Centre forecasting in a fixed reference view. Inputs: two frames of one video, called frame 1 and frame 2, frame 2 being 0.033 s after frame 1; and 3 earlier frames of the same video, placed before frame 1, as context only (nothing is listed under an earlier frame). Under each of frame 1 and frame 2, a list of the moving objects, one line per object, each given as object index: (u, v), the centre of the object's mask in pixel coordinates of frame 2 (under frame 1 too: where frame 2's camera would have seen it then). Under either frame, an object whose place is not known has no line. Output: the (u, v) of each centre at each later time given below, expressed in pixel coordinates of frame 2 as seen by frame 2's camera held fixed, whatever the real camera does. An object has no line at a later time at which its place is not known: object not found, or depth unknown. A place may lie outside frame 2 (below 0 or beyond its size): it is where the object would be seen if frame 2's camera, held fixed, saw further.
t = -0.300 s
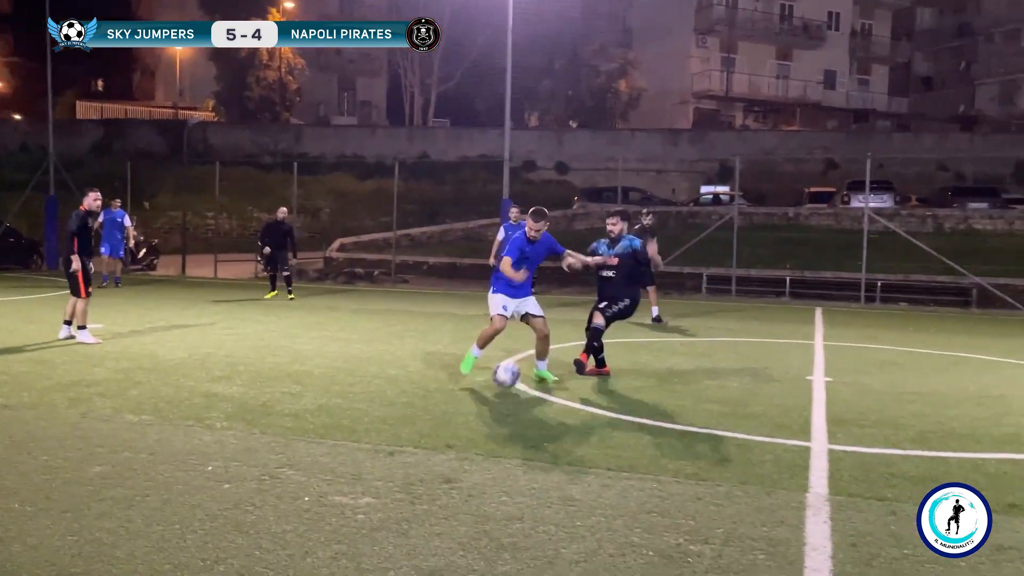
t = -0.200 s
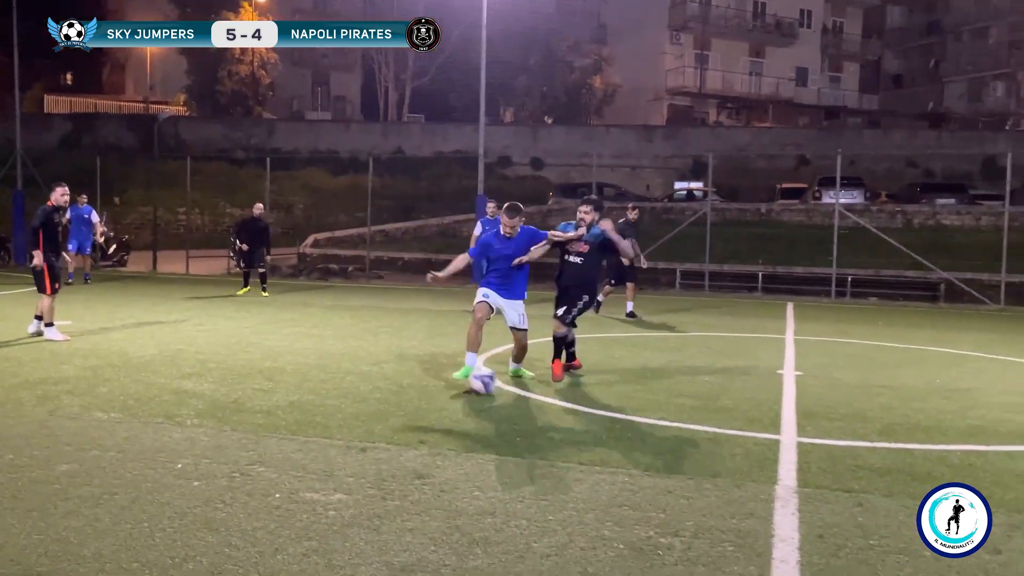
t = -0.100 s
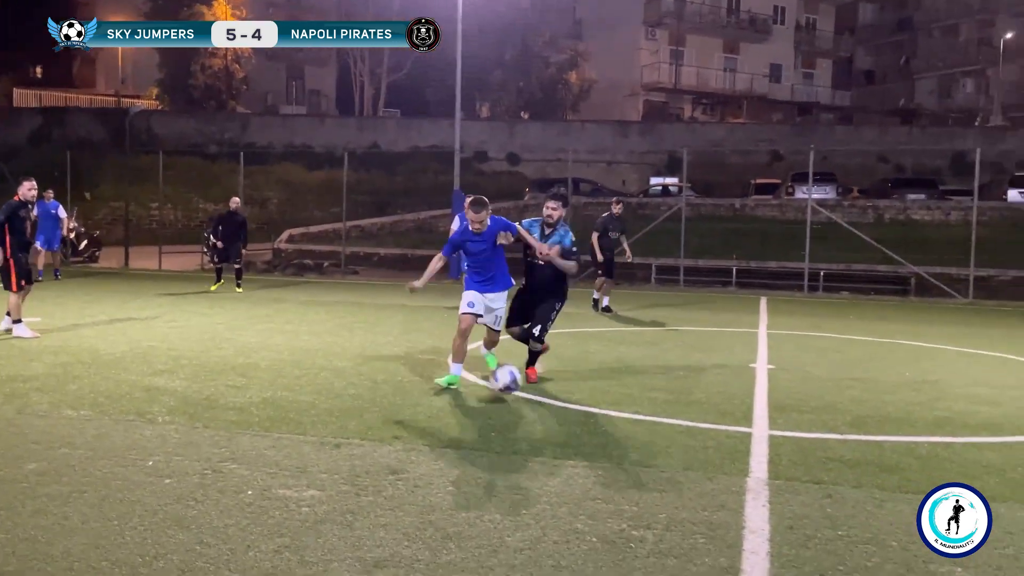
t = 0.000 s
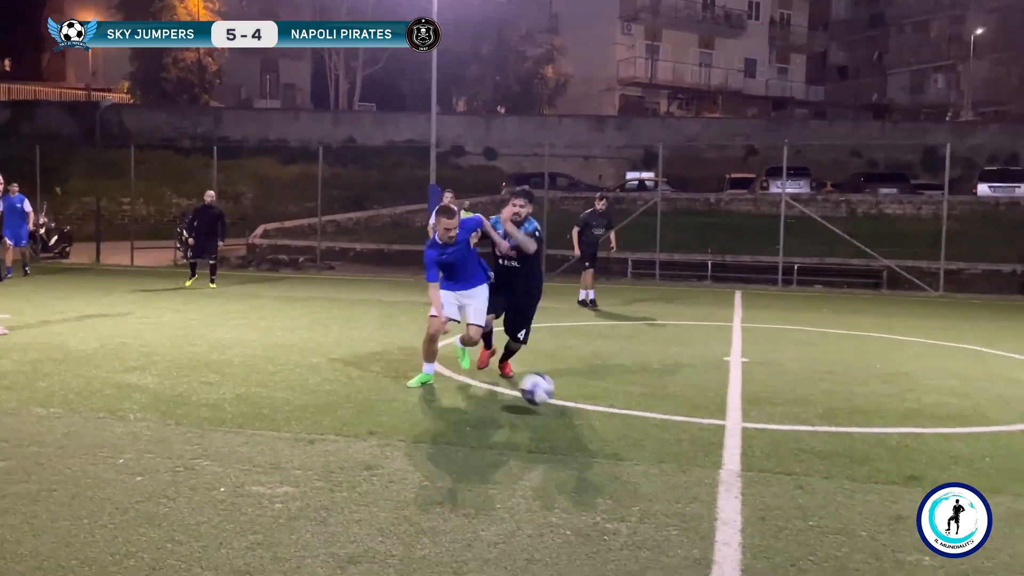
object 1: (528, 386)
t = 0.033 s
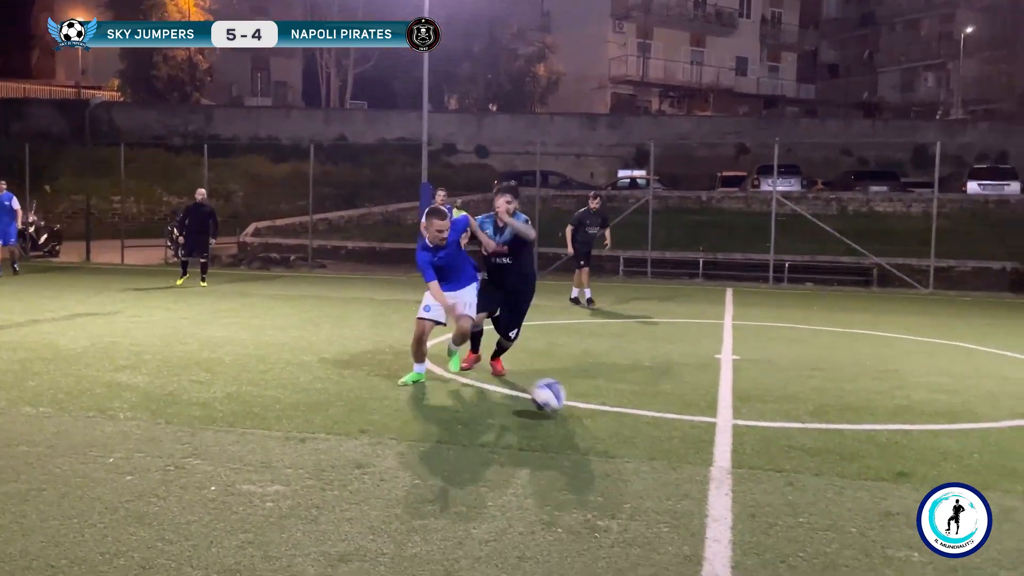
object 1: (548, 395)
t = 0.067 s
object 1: (570, 407)
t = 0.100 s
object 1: (590, 415)
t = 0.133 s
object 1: (608, 414)
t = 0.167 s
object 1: (627, 415)
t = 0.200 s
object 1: (647, 419)
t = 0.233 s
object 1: (668, 425)
